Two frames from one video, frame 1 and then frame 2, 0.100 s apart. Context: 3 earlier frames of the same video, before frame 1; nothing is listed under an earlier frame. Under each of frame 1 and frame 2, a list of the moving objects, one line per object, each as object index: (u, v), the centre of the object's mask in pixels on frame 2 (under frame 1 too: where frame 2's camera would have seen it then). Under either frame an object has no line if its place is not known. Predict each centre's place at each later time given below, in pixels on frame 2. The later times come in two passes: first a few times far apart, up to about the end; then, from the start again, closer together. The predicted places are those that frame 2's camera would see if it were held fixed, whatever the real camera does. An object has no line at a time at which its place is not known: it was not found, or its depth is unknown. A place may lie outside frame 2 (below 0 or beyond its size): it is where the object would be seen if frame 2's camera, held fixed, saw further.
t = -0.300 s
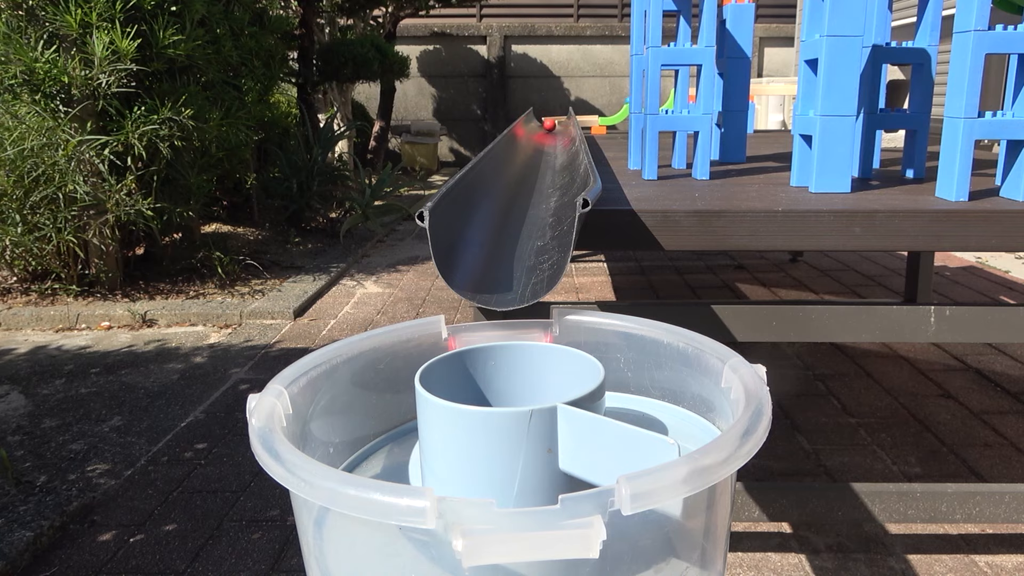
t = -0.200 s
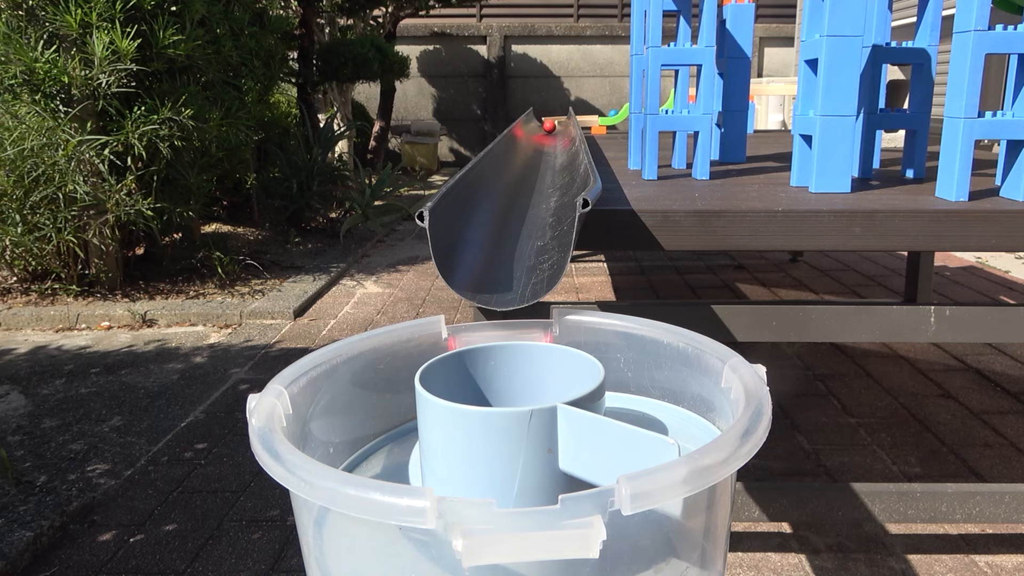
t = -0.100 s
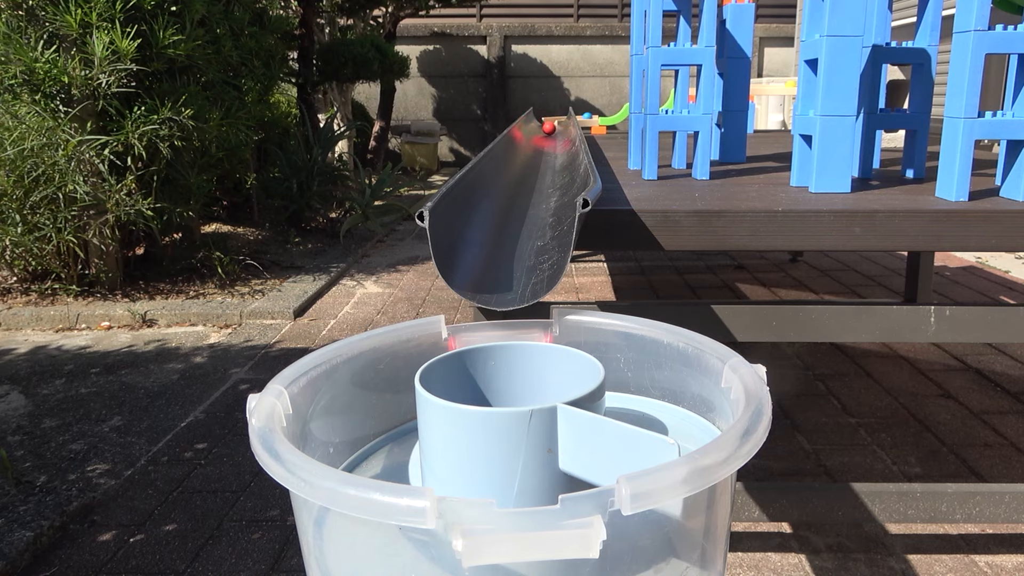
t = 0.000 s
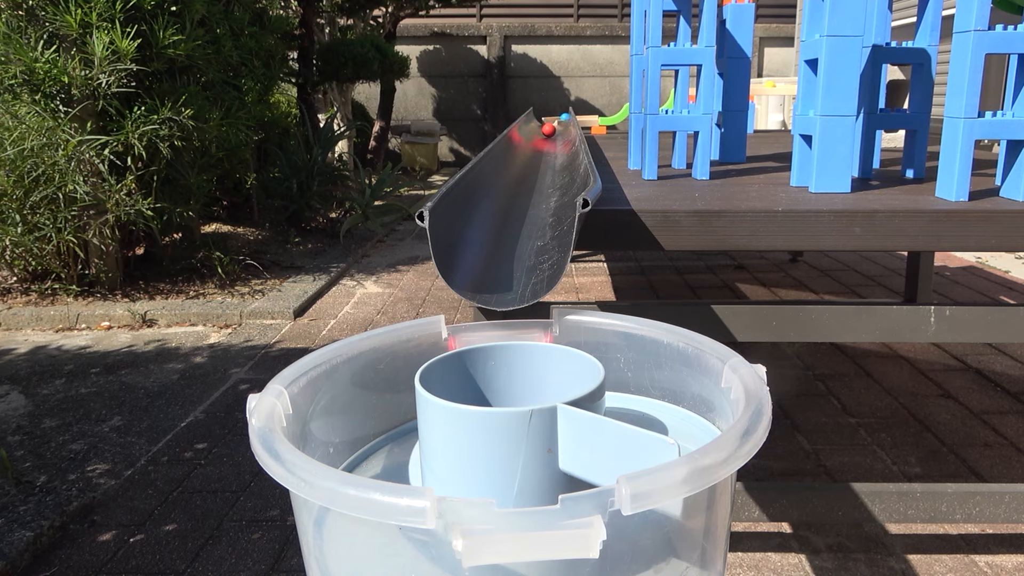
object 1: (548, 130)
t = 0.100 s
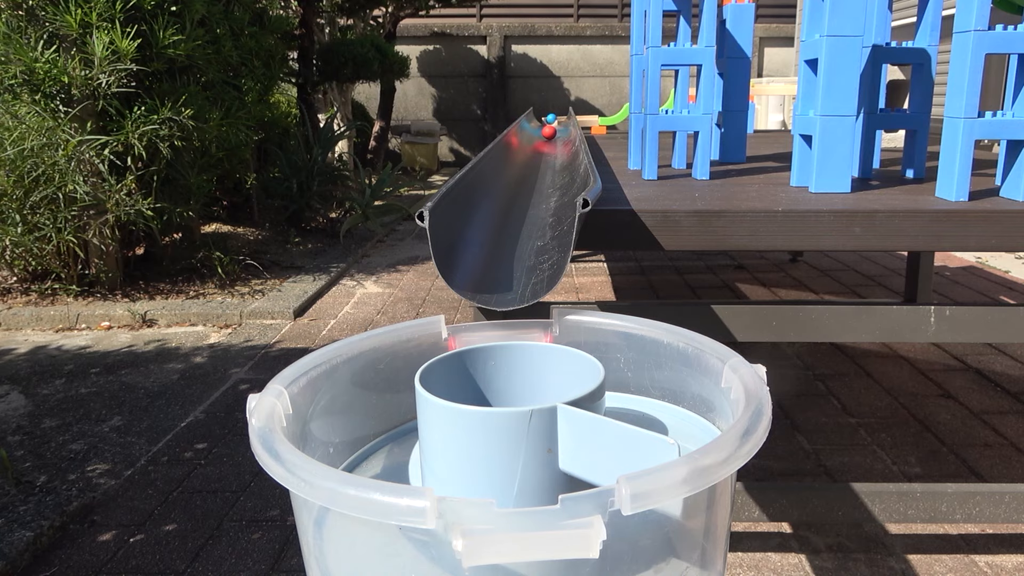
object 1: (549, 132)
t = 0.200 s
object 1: (548, 134)
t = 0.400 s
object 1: (546, 139)
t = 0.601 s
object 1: (546, 145)
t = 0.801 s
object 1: (543, 152)
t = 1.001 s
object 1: (541, 162)
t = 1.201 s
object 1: (535, 174)
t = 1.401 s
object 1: (533, 191)
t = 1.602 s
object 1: (519, 214)
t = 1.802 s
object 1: (512, 253)
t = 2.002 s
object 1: (463, 291)
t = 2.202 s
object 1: (382, 454)
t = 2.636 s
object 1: (669, 563)
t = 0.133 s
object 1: (549, 133)
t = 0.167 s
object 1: (549, 133)
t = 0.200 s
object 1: (548, 134)
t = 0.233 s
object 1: (548, 135)
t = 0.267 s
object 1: (547, 136)
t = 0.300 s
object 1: (547, 136)
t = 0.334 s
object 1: (546, 137)
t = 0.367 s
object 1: (546, 138)
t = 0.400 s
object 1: (546, 139)
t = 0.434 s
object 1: (547, 140)
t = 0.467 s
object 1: (547, 141)
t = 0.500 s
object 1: (547, 142)
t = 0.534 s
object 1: (547, 143)
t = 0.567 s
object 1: (547, 144)
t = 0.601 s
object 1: (546, 145)
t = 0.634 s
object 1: (545, 146)
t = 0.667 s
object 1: (544, 147)
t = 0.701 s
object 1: (544, 149)
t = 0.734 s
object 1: (543, 150)
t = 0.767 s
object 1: (543, 151)
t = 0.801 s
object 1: (543, 152)
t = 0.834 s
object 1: (543, 154)
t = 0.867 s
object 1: (543, 156)
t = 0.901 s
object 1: (542, 157)
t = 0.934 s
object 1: (542, 158)
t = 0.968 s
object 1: (542, 160)
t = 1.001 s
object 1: (541, 162)
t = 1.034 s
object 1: (540, 164)
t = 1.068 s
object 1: (539, 166)
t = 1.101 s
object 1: (538, 168)
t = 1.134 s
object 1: (536, 170)
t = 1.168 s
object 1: (536, 172)
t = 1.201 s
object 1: (535, 174)
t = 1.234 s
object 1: (534, 176)
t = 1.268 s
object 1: (534, 179)
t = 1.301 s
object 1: (534, 182)
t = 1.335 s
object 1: (533, 184)
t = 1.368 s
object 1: (533, 187)
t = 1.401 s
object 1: (533, 191)
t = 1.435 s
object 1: (532, 193)
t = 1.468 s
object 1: (530, 198)
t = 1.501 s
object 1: (527, 201)
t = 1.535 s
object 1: (525, 205)
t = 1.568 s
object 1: (522, 210)
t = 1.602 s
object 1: (519, 214)
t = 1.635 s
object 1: (518, 219)
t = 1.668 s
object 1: (517, 225)
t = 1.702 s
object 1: (516, 232)
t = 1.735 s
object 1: (515, 238)
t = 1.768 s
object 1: (514, 245)
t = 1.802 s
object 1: (512, 253)
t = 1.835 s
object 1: (508, 262)
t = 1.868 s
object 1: (503, 273)
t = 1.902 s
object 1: (498, 283)
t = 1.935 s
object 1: (492, 309)
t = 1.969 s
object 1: (478, 297)
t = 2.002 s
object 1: (463, 291)
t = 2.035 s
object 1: (448, 307)
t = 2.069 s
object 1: (432, 338)
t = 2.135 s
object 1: (404, 410)
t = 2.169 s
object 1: (396, 424)
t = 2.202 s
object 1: (382, 454)
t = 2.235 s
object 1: (364, 463)
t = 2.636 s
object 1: (669, 563)
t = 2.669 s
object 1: (681, 560)
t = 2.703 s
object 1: (677, 559)
